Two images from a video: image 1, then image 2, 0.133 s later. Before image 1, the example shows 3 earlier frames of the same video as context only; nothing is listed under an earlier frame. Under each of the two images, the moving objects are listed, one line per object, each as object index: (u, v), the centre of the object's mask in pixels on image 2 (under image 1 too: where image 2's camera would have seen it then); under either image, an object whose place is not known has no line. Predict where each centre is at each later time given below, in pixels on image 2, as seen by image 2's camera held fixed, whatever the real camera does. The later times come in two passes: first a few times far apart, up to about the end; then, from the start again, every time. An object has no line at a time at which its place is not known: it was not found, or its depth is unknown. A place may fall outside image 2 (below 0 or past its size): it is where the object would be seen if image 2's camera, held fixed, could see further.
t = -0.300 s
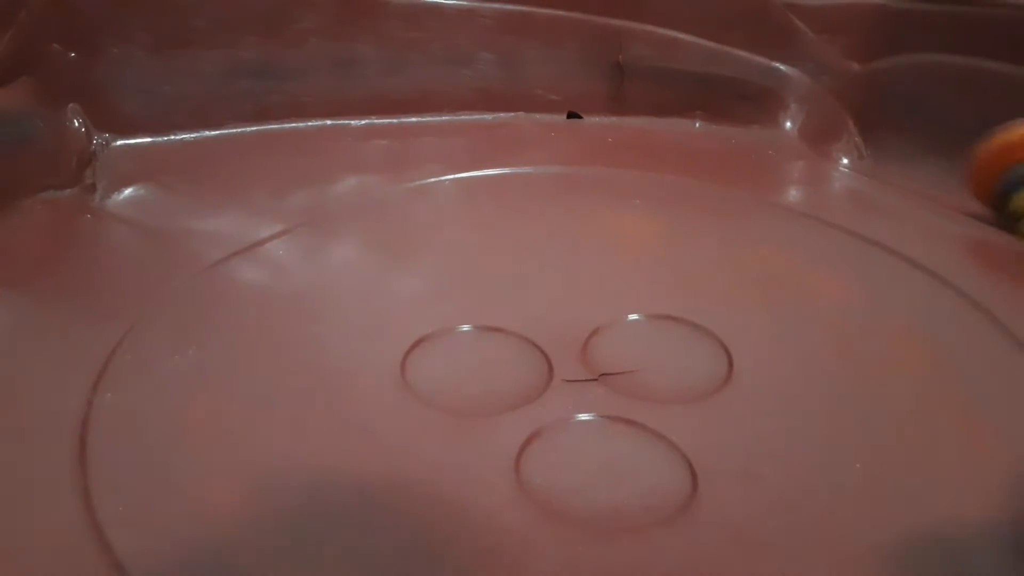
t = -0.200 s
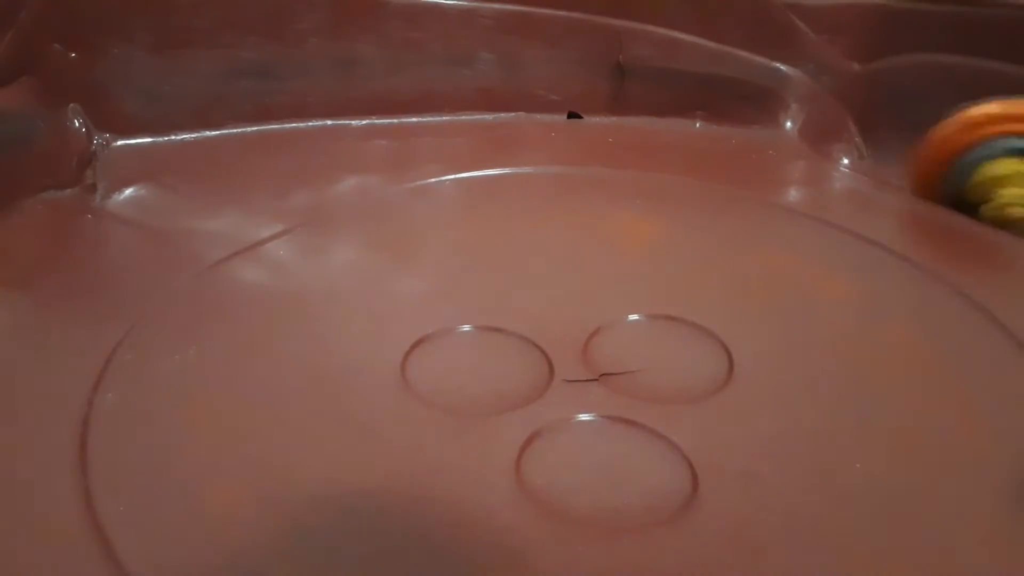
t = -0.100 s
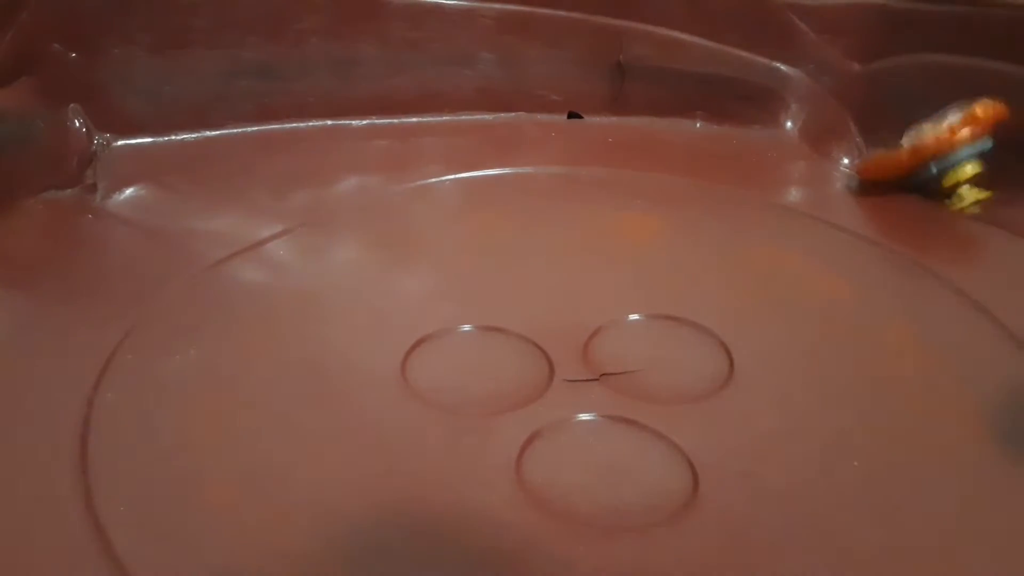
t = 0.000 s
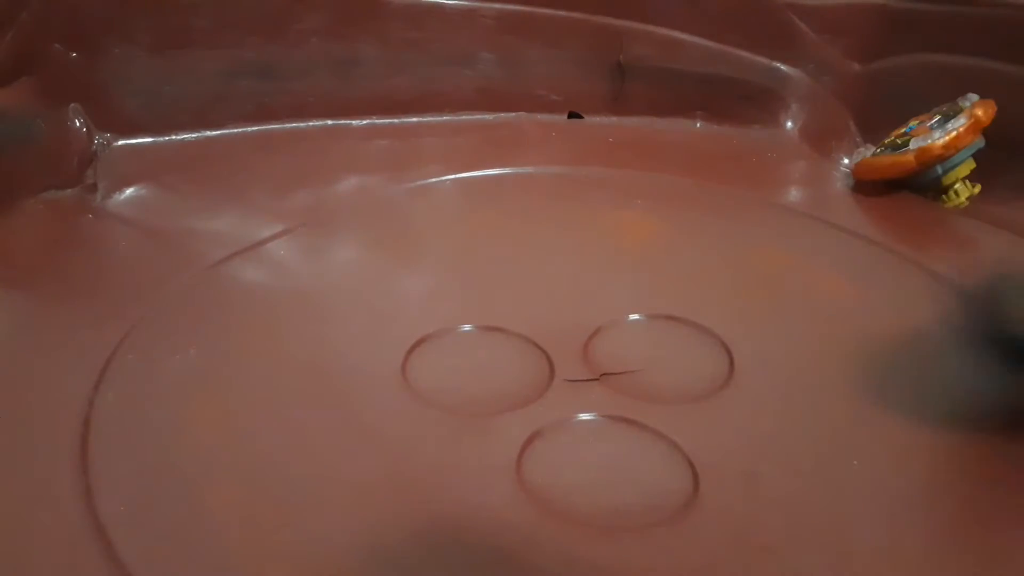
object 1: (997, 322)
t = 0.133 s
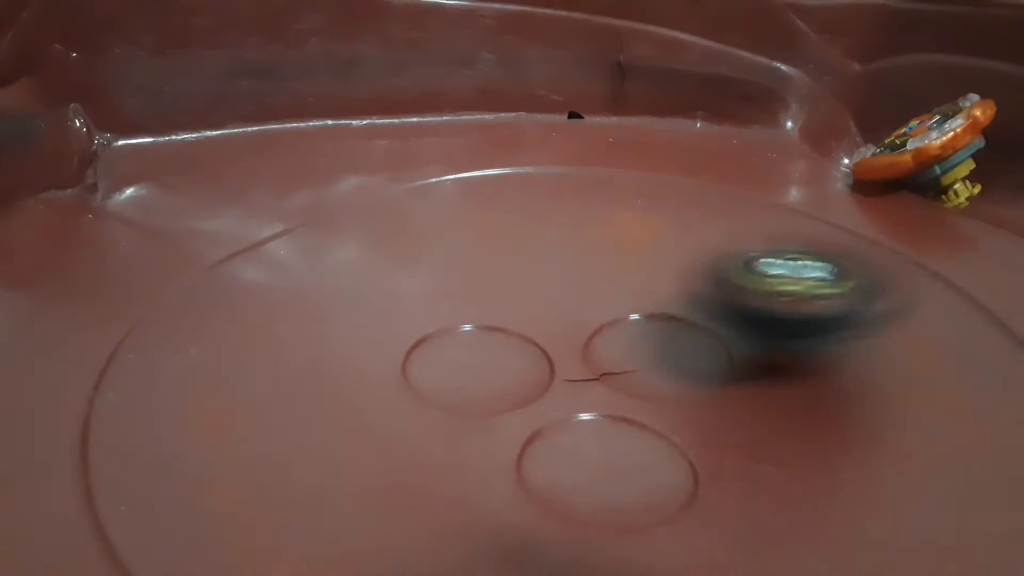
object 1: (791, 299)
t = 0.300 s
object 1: (483, 308)
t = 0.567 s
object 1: (281, 428)
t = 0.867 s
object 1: (700, 469)
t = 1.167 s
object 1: (659, 286)
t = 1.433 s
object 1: (421, 249)
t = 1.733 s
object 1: (454, 350)
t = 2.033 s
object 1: (534, 217)
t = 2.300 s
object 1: (437, 247)
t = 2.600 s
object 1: (531, 327)
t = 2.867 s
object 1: (555, 276)
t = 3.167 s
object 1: (564, 292)
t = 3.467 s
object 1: (560, 307)
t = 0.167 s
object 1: (727, 294)
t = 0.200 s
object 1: (651, 303)
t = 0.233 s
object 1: (592, 286)
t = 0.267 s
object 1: (544, 283)
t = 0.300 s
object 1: (483, 308)
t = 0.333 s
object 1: (429, 314)
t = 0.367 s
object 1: (384, 319)
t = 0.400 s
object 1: (346, 332)
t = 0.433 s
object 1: (309, 344)
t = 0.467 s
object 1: (285, 361)
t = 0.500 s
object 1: (271, 374)
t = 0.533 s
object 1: (272, 403)
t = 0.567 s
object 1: (281, 428)
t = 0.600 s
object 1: (302, 455)
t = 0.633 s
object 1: (337, 475)
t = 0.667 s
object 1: (390, 490)
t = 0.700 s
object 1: (439, 498)
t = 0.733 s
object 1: (494, 506)
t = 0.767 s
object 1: (558, 506)
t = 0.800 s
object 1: (622, 500)
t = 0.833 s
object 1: (663, 485)
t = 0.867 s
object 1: (700, 469)
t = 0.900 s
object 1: (727, 446)
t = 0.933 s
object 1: (745, 421)
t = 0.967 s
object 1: (750, 397)
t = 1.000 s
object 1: (745, 373)
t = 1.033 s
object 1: (734, 352)
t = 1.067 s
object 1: (718, 334)
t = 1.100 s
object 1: (699, 322)
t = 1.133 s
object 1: (681, 308)
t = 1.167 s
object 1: (659, 286)
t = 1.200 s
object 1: (633, 273)
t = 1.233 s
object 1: (605, 264)
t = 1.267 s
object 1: (575, 260)
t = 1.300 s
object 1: (545, 254)
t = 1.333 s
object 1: (513, 253)
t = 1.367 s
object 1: (480, 251)
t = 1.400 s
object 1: (449, 248)
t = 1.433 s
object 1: (421, 249)
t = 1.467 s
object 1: (400, 256)
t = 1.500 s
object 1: (385, 263)
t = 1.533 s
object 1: (377, 272)
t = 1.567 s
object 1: (374, 283)
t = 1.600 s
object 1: (379, 296)
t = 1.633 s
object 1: (388, 307)
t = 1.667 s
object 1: (403, 317)
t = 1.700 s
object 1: (424, 331)
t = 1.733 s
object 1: (454, 350)
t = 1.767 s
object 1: (498, 348)
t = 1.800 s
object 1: (542, 324)
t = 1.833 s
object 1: (563, 295)
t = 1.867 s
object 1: (576, 278)
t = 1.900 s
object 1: (581, 254)
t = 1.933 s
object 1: (579, 241)
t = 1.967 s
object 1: (568, 227)
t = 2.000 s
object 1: (554, 220)
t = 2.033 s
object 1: (534, 217)
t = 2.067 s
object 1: (517, 216)
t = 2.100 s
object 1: (497, 218)
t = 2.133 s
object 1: (482, 220)
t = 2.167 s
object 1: (468, 224)
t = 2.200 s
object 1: (456, 227)
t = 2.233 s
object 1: (447, 234)
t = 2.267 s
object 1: (440, 240)
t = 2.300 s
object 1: (437, 247)
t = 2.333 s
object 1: (437, 256)
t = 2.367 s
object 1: (440, 263)
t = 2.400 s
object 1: (443, 274)
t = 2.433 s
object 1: (446, 297)
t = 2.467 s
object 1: (456, 308)
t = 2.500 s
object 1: (470, 320)
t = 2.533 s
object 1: (490, 333)
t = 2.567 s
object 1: (512, 334)
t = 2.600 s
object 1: (531, 327)
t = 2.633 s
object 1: (543, 315)
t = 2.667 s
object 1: (551, 301)
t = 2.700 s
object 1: (552, 291)
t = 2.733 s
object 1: (553, 285)
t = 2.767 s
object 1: (552, 281)
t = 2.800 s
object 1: (554, 278)
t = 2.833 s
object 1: (555, 276)
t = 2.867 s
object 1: (555, 276)
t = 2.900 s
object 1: (556, 277)
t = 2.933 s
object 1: (556, 278)
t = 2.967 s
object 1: (557, 280)
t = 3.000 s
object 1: (559, 282)
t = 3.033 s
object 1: (560, 284)
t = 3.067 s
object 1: (561, 286)
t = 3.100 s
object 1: (562, 287)
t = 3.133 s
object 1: (563, 290)
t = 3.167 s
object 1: (564, 292)
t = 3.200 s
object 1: (564, 294)
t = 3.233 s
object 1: (564, 296)
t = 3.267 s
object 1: (565, 298)
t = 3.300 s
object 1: (565, 301)
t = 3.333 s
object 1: (564, 302)
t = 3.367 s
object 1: (565, 304)
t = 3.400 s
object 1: (563, 305)
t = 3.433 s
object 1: (562, 306)
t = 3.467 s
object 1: (560, 307)
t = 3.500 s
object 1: (557, 307)
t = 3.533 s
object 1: (553, 306)
